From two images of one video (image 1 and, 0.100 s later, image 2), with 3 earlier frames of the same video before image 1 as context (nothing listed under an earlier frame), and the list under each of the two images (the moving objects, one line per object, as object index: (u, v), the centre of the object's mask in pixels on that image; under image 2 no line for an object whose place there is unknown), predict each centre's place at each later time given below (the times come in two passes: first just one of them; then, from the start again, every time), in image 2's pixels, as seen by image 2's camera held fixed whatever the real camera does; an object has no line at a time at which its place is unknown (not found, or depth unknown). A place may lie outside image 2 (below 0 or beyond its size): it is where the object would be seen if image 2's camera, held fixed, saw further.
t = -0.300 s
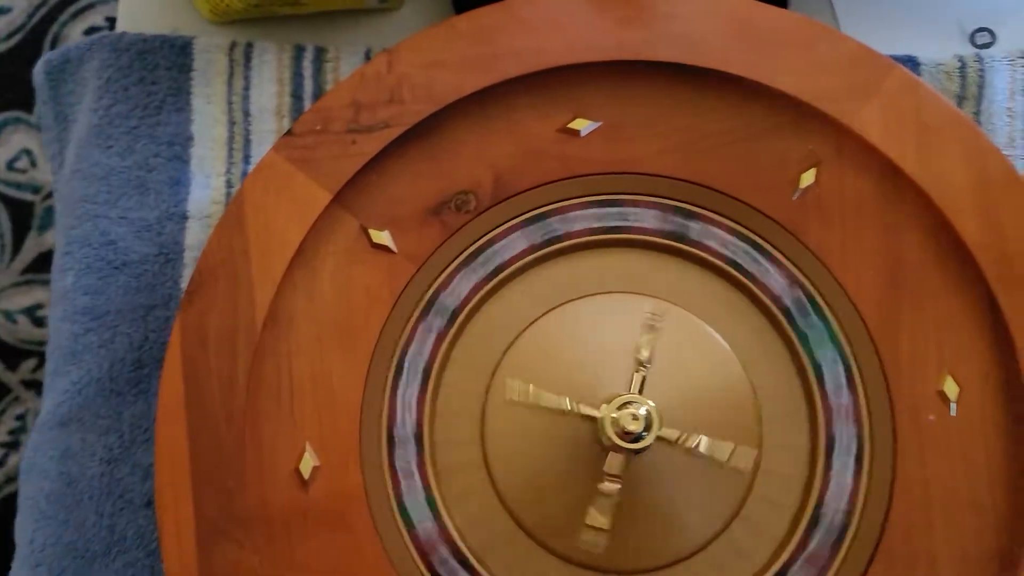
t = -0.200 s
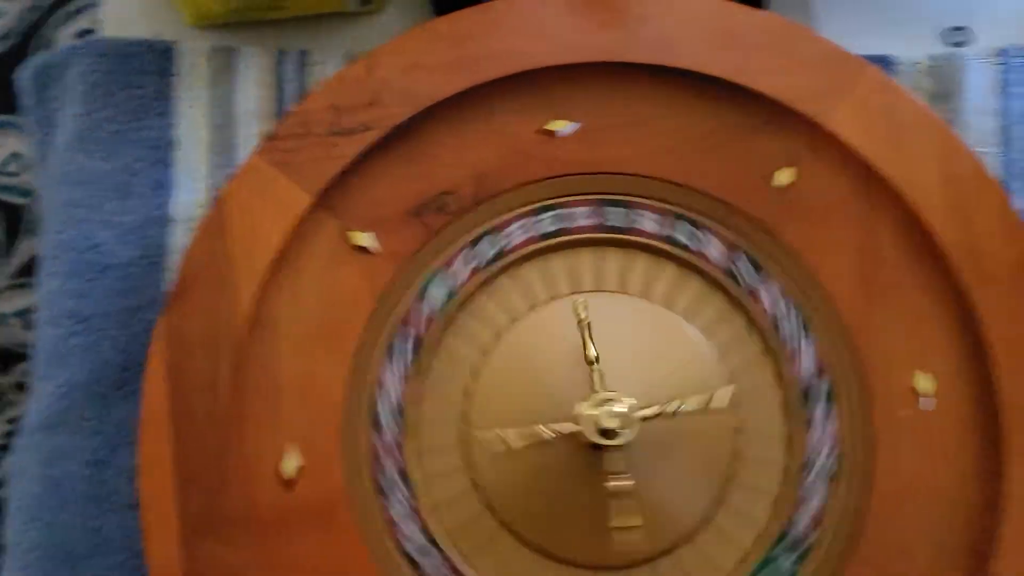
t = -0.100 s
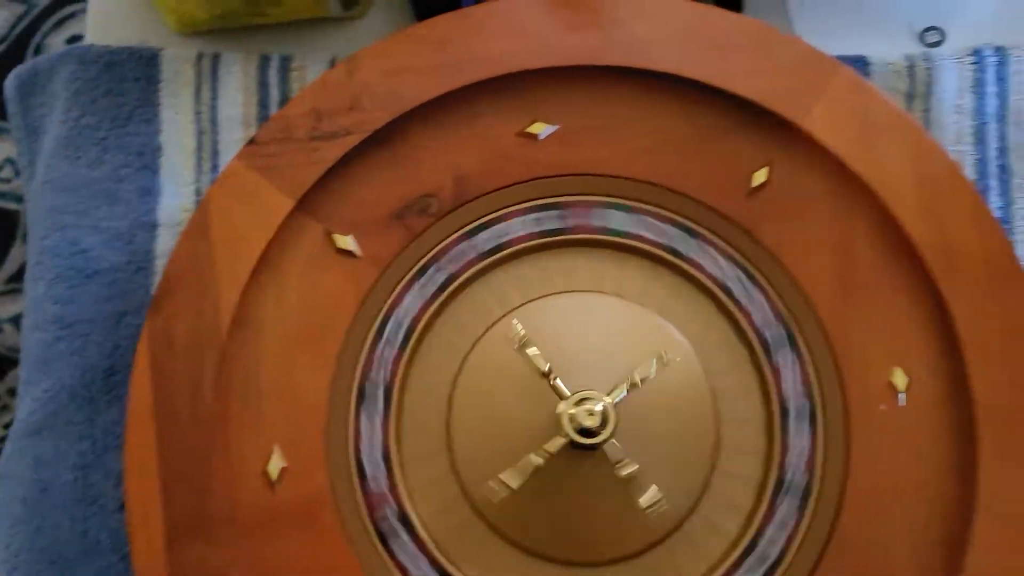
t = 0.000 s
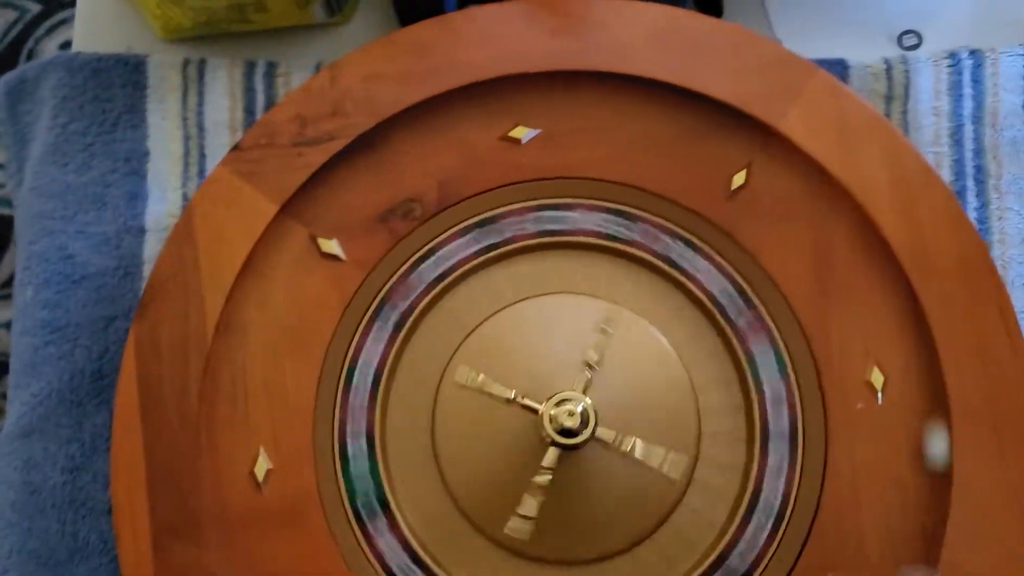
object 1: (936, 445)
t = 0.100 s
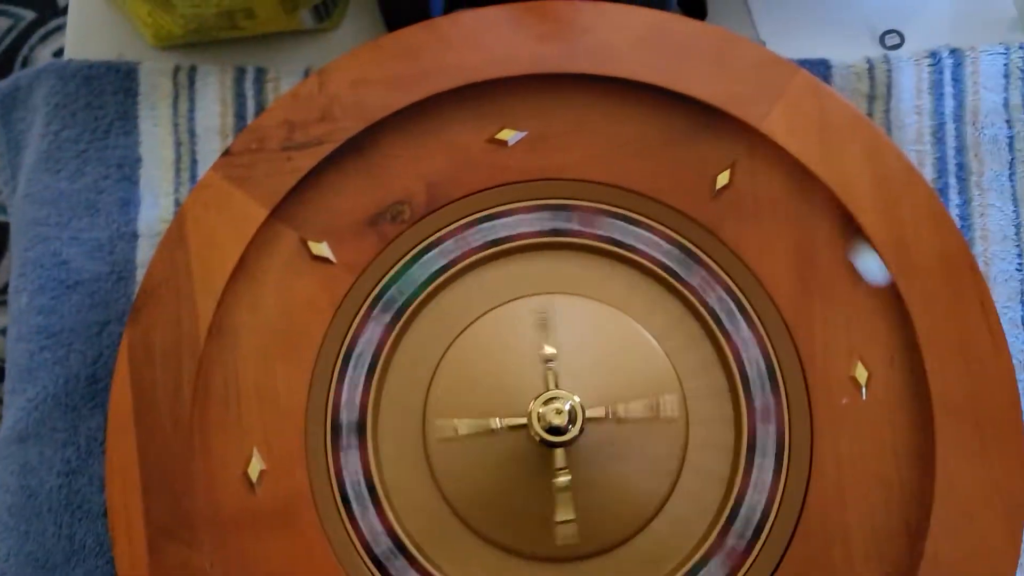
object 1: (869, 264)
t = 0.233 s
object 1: (695, 111)
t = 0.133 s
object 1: (834, 216)
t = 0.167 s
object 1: (794, 174)
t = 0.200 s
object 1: (746, 137)
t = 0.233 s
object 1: (695, 111)
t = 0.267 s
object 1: (638, 94)
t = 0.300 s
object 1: (584, 87)
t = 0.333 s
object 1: (529, 88)
